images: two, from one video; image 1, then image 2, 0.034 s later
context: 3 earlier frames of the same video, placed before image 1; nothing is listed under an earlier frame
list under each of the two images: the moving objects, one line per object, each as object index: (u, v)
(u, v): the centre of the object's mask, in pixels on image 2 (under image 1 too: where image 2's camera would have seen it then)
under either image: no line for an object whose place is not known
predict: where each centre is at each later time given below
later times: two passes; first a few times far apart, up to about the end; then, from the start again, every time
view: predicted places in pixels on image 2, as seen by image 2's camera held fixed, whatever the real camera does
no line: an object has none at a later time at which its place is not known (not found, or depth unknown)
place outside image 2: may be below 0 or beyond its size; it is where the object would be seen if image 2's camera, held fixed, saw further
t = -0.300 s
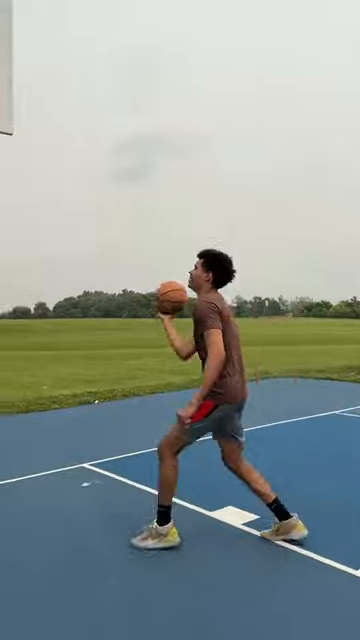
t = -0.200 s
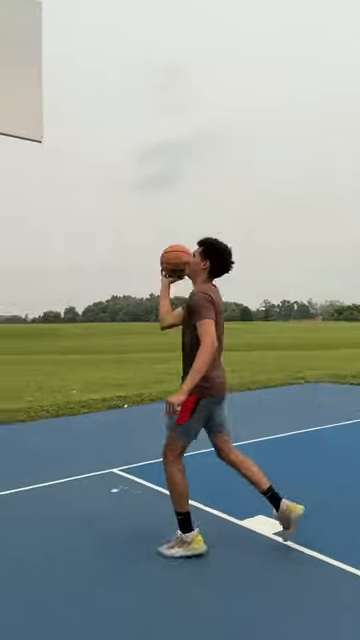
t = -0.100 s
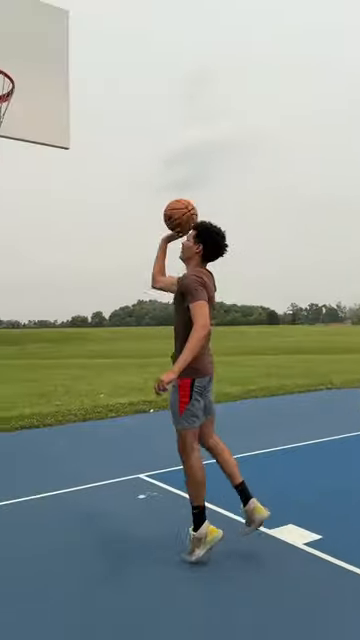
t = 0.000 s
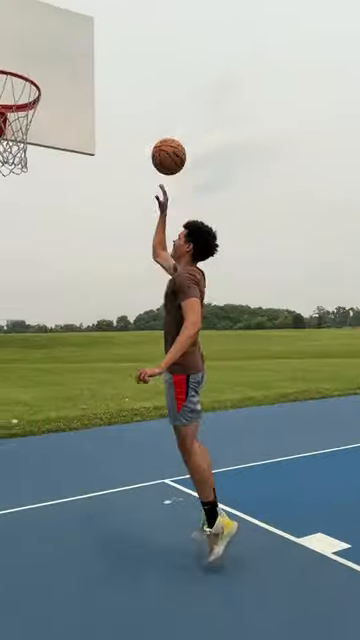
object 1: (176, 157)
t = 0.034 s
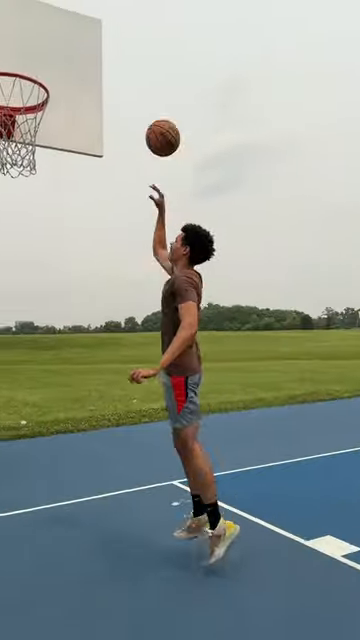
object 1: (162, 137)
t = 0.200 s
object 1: (98, 64)
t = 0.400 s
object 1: (33, 25)
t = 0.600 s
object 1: (-9, 22)
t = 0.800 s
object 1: (-64, 93)
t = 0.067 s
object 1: (149, 119)
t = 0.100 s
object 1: (136, 103)
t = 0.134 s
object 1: (123, 88)
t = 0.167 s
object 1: (110, 75)
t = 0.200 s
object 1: (98, 64)
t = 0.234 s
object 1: (85, 54)
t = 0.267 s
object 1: (73, 47)
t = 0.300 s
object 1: (61, 40)
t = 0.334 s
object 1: (49, 35)
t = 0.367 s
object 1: (40, 31)
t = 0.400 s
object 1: (33, 25)
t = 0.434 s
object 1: (27, 21)
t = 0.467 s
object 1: (20, 17)
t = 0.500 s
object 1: (13, 16)
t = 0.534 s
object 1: (6, 16)
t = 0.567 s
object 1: (-1, 18)
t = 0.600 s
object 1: (-9, 22)
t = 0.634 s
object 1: (-18, 28)
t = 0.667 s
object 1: (-27, 36)
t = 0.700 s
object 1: (-36, 46)
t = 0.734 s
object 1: (-45, 59)
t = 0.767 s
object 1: (-54, 75)
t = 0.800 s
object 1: (-64, 93)
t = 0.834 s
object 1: (-76, 115)
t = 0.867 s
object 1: (-86, 139)
